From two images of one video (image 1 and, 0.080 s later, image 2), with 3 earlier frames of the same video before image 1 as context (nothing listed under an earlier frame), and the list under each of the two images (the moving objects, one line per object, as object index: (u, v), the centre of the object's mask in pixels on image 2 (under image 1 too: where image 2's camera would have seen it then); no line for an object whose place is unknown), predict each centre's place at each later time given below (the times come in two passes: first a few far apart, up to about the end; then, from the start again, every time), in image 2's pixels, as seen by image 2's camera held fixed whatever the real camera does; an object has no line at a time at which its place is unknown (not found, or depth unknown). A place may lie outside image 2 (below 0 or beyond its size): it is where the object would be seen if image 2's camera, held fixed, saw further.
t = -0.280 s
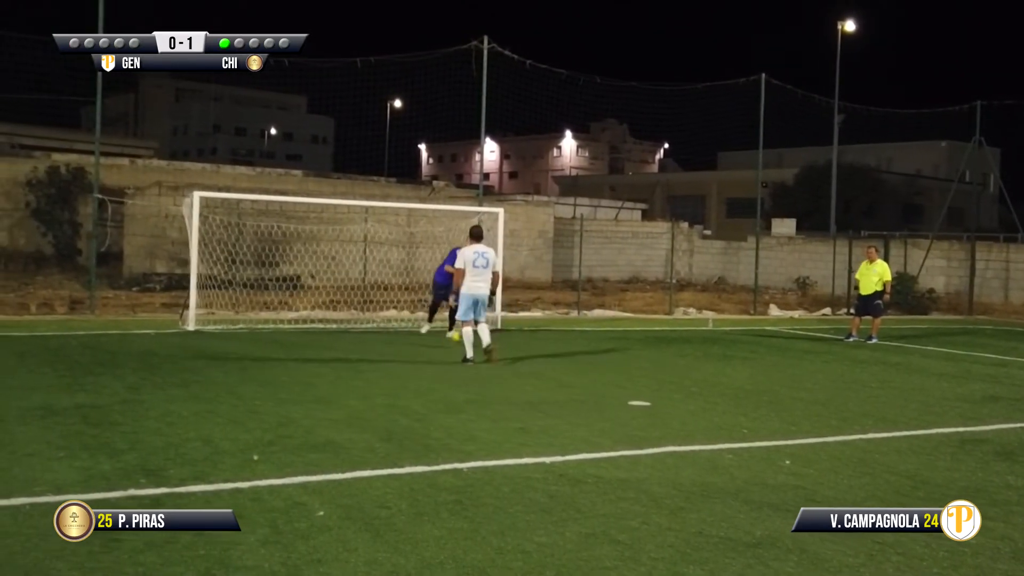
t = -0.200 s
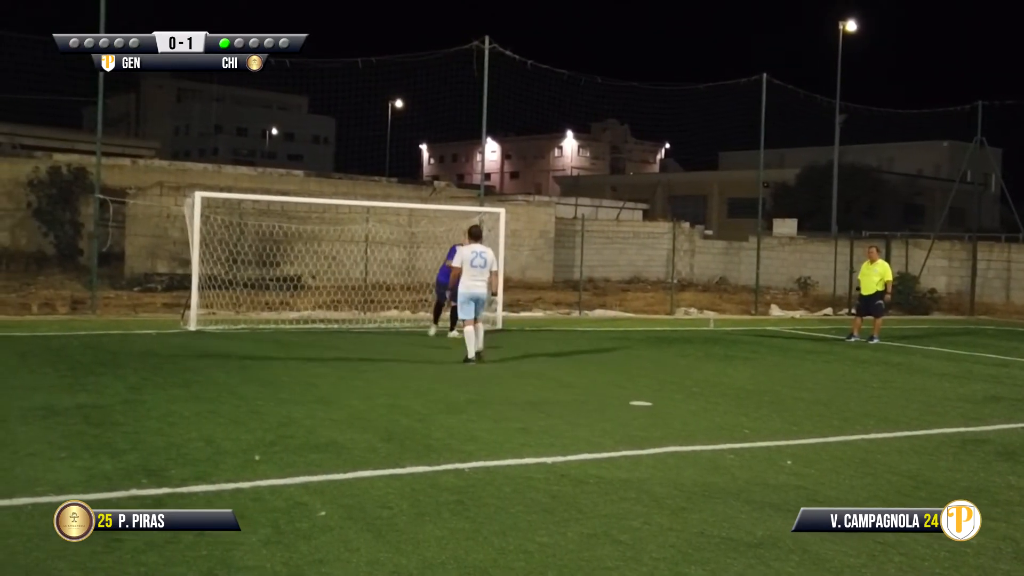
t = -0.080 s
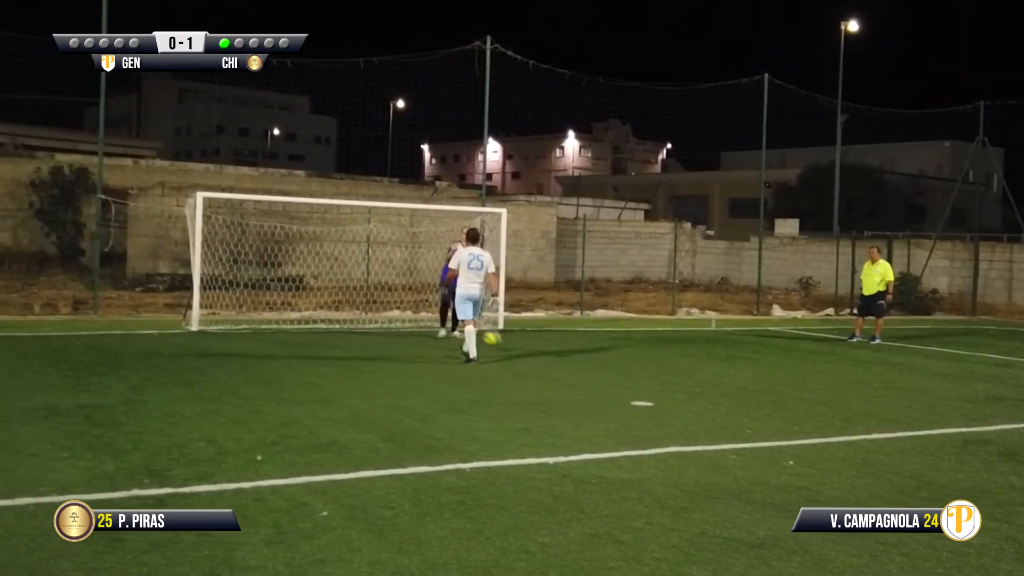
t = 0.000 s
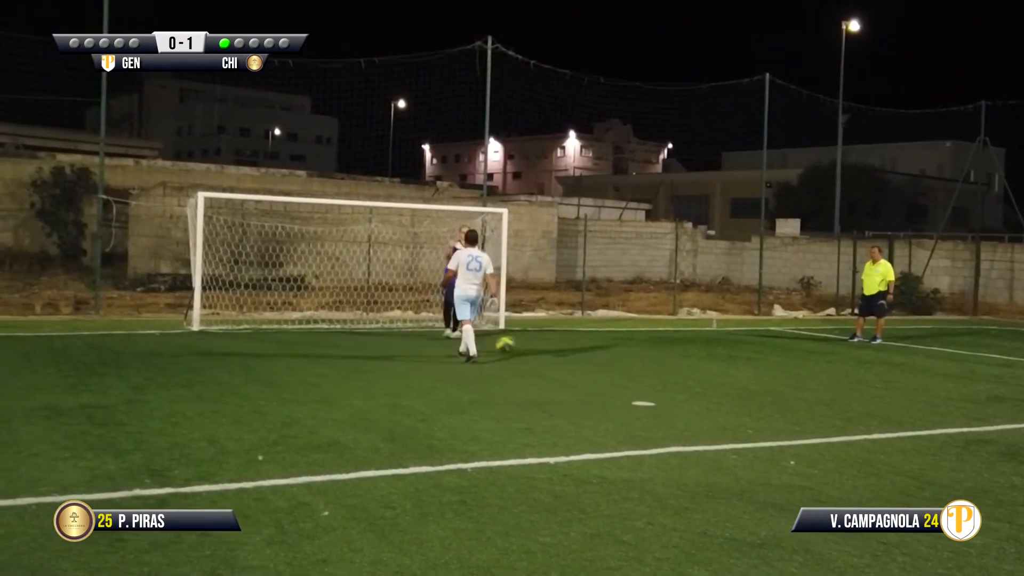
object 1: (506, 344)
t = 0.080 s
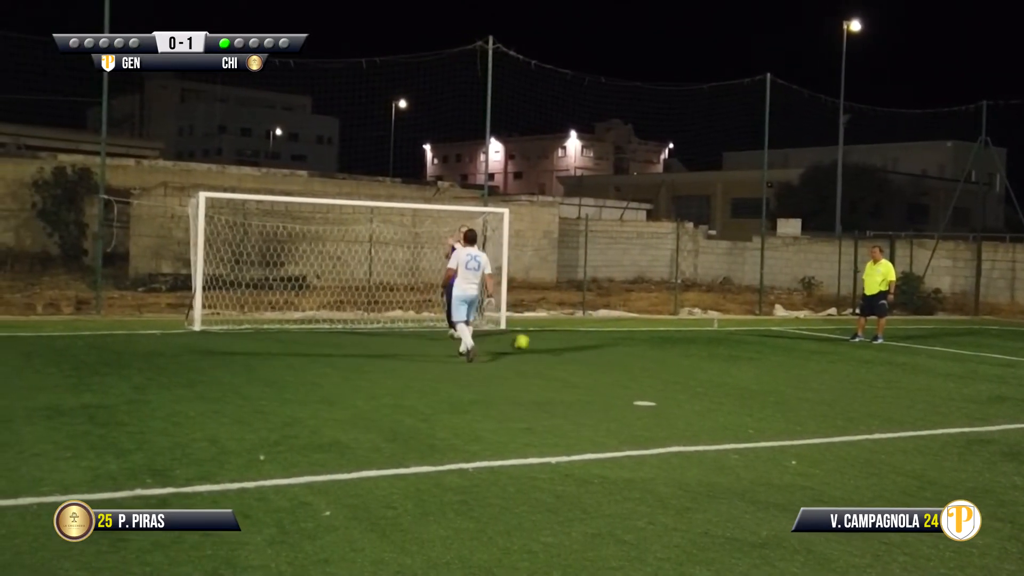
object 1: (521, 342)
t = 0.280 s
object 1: (551, 347)
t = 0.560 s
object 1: (596, 353)
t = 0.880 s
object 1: (648, 359)
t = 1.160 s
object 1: (694, 364)
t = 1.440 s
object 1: (739, 369)
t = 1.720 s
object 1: (783, 374)
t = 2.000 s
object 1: (827, 380)
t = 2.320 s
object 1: (876, 385)
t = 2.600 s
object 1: (920, 390)
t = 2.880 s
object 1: (961, 395)
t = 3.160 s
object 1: (1000, 402)
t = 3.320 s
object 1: (1023, 404)
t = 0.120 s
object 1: (525, 343)
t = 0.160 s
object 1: (531, 344)
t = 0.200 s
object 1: (537, 346)
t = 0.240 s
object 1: (544, 348)
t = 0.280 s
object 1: (551, 347)
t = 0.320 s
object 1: (557, 347)
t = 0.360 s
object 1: (564, 349)
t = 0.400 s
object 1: (570, 352)
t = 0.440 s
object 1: (576, 351)
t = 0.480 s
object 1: (582, 352)
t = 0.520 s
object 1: (589, 352)
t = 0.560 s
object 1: (596, 353)
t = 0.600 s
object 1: (603, 354)
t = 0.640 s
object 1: (609, 356)
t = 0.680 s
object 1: (614, 356)
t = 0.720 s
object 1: (622, 357)
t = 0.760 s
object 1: (627, 357)
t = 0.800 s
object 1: (634, 357)
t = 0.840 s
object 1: (642, 358)
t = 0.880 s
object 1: (648, 359)
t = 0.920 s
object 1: (654, 361)
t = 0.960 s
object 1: (660, 361)
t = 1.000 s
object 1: (667, 361)
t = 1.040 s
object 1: (673, 362)
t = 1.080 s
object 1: (680, 362)
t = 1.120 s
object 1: (687, 363)
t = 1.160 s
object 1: (694, 364)
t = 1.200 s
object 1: (700, 365)
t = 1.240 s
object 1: (706, 366)
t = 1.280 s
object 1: (712, 366)
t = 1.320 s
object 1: (719, 367)
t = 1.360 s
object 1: (725, 367)
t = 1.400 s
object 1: (732, 368)
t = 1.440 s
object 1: (739, 369)
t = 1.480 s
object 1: (745, 370)
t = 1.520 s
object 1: (752, 371)
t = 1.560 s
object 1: (757, 372)
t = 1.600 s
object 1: (764, 372)
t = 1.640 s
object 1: (770, 373)
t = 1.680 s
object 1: (777, 373)
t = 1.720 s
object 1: (783, 374)
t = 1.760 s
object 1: (791, 375)
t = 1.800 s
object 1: (797, 376)
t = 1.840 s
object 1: (803, 377)
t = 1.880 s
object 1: (808, 378)
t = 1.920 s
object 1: (814, 378)
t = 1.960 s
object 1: (821, 379)
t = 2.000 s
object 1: (827, 380)
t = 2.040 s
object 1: (833, 380)
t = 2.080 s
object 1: (839, 380)
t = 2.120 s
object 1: (846, 381)
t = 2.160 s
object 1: (853, 382)
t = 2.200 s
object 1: (859, 383)
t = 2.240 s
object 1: (865, 384)
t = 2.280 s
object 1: (871, 385)
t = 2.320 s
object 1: (876, 385)
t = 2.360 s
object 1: (883, 386)
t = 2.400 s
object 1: (889, 387)
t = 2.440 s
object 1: (895, 387)
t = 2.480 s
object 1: (902, 387)
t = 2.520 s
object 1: (908, 388)
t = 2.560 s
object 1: (914, 389)
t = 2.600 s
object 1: (920, 390)
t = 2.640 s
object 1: (926, 391)
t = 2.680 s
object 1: (931, 392)
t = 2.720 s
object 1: (937, 393)
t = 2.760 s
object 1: (943, 393)
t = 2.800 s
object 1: (949, 394)
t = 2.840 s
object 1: (955, 395)
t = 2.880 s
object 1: (961, 395)
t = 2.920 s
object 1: (966, 396)
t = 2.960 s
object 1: (972, 397)
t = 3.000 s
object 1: (978, 398)
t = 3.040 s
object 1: (984, 398)
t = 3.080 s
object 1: (990, 400)
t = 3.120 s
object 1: (995, 401)
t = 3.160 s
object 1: (1000, 402)
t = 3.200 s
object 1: (1006, 402)
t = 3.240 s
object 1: (1011, 403)
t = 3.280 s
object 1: (1017, 403)
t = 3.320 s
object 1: (1023, 404)
